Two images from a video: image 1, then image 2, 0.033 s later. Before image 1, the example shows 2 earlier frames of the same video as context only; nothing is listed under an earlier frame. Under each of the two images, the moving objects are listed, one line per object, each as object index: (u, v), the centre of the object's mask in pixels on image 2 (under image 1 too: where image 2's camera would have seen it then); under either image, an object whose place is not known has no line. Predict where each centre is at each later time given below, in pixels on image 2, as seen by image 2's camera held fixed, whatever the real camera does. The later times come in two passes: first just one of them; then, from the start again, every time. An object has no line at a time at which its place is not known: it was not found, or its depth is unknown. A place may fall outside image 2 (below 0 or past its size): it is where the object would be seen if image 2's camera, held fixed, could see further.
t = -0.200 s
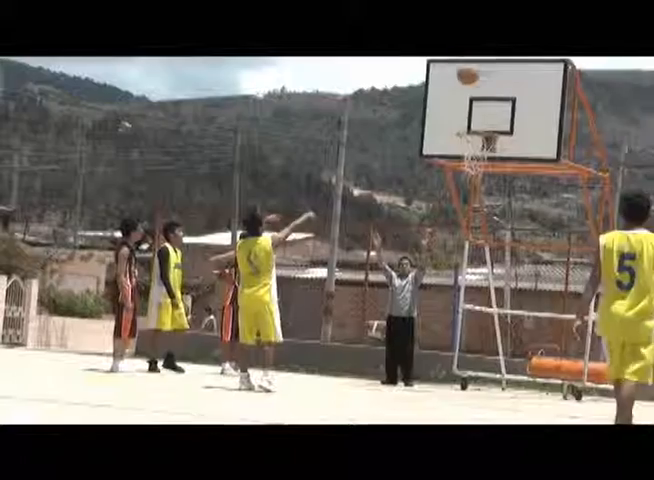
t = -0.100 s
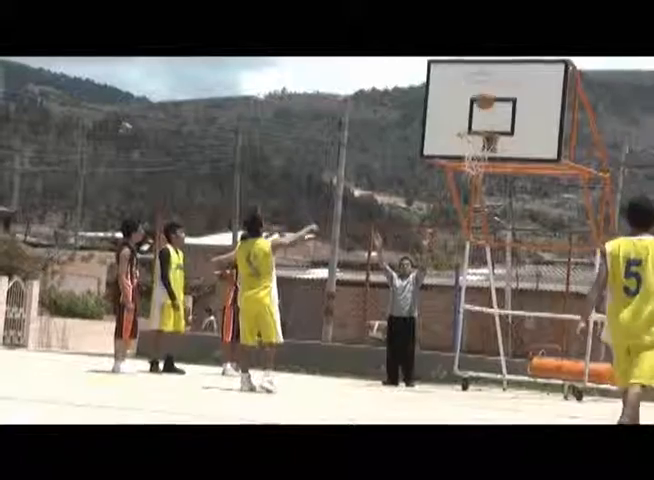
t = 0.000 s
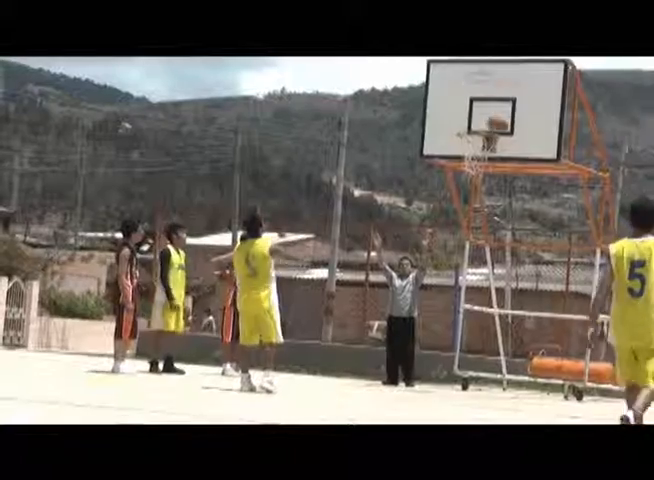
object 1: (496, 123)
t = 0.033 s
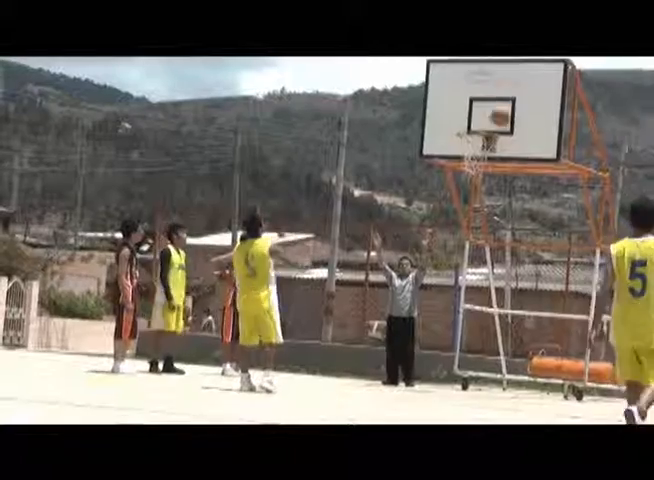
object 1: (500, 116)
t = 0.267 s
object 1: (500, 80)
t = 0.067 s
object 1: (502, 108)
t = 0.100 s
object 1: (504, 102)
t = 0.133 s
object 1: (503, 97)
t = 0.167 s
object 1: (502, 93)
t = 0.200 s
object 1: (502, 86)
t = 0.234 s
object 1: (501, 83)
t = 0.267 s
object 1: (500, 80)
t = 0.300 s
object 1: (498, 80)
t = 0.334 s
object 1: (497, 78)
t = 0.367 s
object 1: (495, 78)
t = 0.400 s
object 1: (493, 79)
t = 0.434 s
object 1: (491, 80)
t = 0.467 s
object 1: (490, 82)
